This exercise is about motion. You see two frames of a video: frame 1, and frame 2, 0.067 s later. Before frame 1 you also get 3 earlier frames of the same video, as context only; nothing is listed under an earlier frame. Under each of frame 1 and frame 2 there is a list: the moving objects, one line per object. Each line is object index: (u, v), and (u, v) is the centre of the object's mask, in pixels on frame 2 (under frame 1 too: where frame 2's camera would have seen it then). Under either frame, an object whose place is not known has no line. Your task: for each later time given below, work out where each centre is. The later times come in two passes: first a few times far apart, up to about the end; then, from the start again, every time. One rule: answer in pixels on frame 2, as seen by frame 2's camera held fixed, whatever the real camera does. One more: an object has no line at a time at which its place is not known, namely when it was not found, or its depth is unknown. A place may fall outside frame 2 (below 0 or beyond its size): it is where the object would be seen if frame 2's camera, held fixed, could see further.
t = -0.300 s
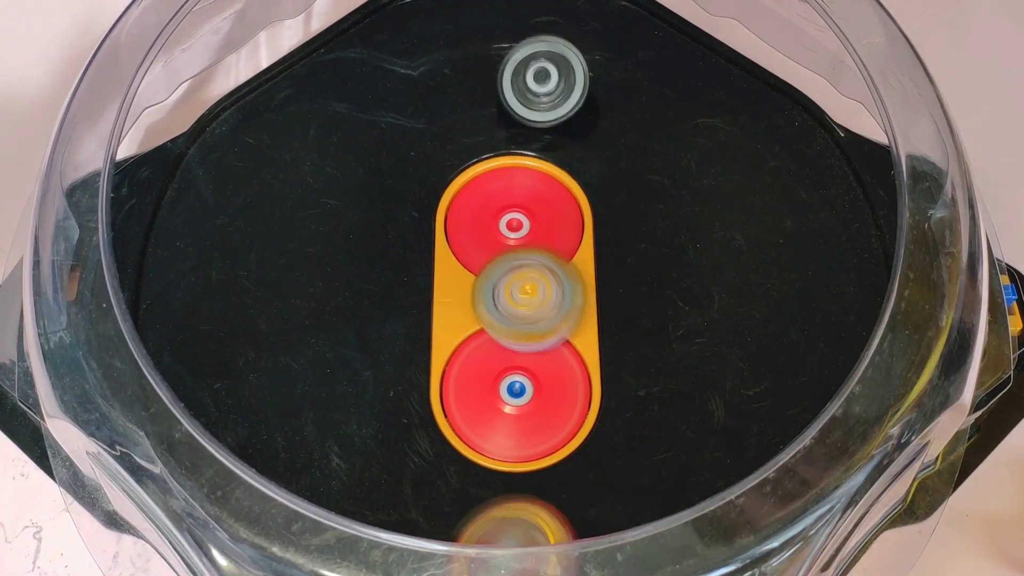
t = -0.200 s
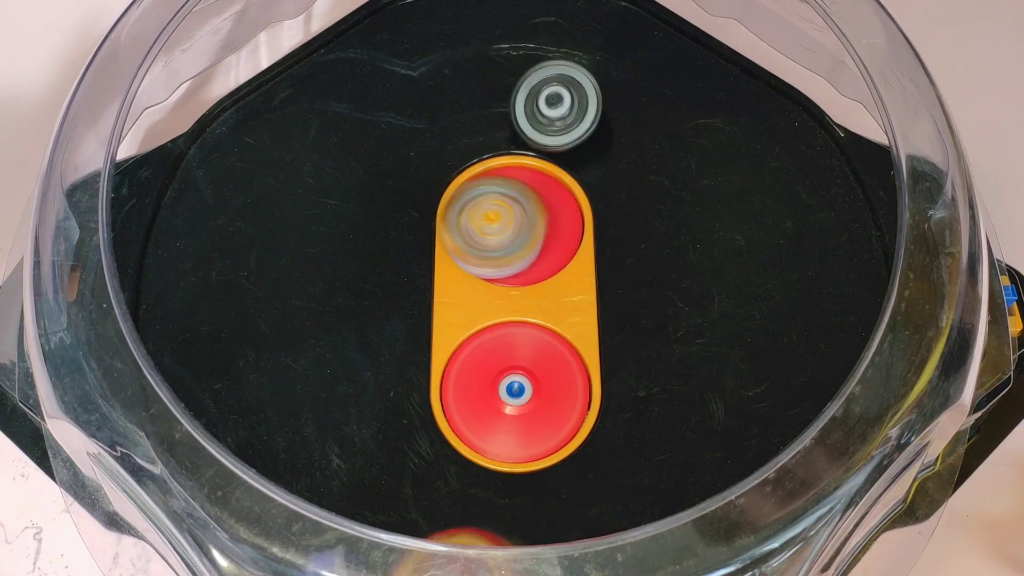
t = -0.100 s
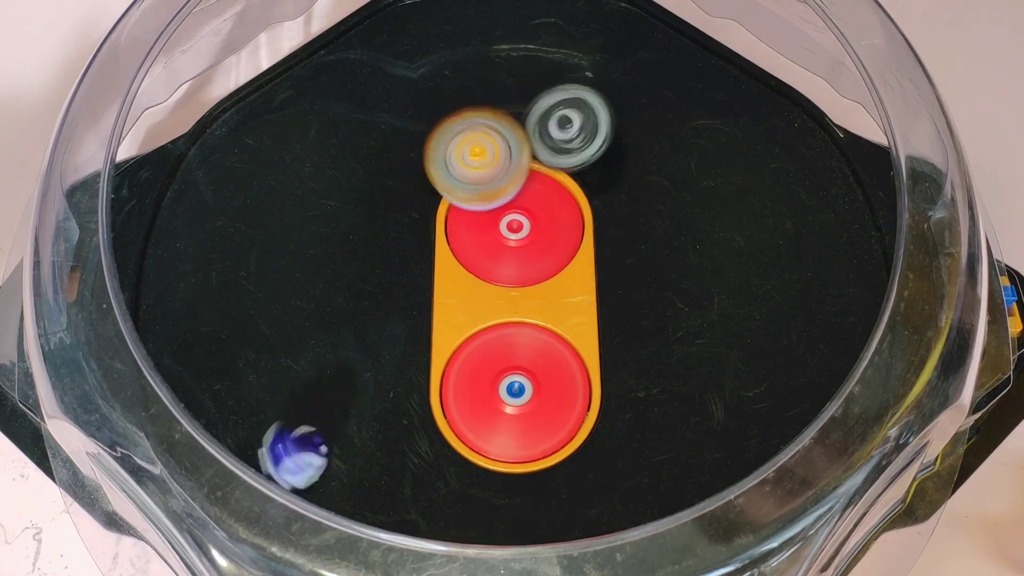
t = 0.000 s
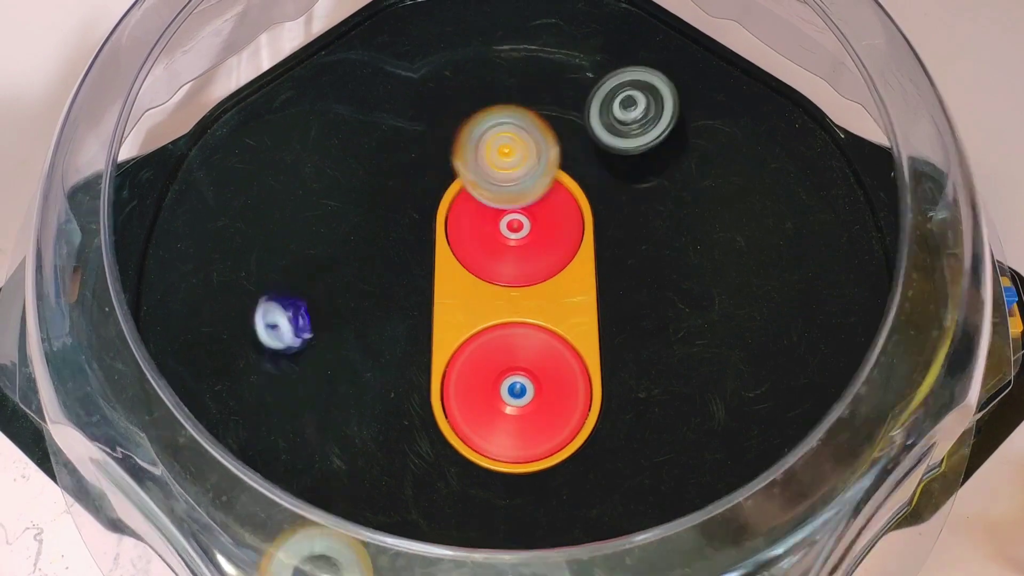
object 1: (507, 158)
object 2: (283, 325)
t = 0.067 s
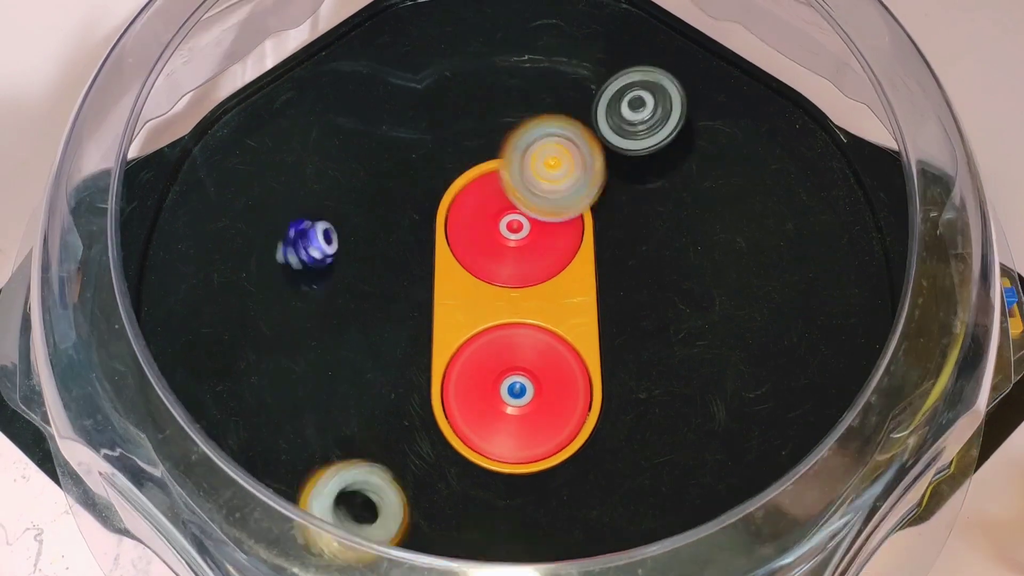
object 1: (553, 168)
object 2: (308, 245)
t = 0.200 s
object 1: (531, 259)
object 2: (381, 147)
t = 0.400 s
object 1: (440, 176)
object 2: (512, 99)
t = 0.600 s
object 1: (412, 200)
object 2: (214, 145)
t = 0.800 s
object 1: (443, 178)
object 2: (227, 355)
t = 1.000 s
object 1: (551, 210)
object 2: (517, 443)
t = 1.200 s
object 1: (591, 329)
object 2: (406, 232)
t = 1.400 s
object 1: (537, 376)
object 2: (450, 163)
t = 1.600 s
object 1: (510, 370)
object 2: (518, 178)
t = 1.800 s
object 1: (517, 378)
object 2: (541, 256)
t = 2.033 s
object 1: (523, 365)
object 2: (468, 266)
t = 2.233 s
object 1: (518, 372)
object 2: (468, 207)
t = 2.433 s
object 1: (518, 372)
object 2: (535, 171)
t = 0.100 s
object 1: (571, 187)
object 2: (319, 215)
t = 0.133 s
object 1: (573, 215)
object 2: (331, 183)
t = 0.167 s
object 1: (561, 242)
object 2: (357, 160)
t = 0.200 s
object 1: (531, 259)
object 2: (381, 147)
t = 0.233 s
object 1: (524, 217)
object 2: (400, 135)
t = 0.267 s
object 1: (517, 179)
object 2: (422, 119)
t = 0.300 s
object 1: (473, 173)
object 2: (452, 104)
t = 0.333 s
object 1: (459, 170)
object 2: (479, 101)
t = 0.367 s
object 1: (448, 176)
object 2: (497, 102)
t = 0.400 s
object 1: (440, 176)
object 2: (512, 99)
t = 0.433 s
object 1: (437, 175)
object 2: (522, 94)
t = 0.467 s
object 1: (435, 174)
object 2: (534, 93)
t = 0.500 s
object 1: (434, 172)
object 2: (497, 126)
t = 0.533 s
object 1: (424, 182)
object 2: (484, 95)
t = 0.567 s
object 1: (416, 193)
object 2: (359, 103)
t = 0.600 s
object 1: (412, 200)
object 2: (214, 145)
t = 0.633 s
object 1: (410, 204)
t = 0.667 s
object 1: (411, 205)
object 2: (105, 222)
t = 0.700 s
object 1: (413, 194)
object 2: (132, 262)
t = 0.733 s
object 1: (420, 187)
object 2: (150, 293)
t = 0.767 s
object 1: (430, 182)
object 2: (187, 324)
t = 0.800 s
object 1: (443, 178)
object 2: (227, 355)
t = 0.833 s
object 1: (458, 178)
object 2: (269, 375)
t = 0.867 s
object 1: (473, 180)
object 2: (315, 397)
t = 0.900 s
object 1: (492, 171)
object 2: (366, 410)
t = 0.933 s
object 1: (513, 170)
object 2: (419, 429)
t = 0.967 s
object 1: (531, 191)
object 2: (465, 440)
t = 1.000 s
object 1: (551, 210)
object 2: (517, 443)
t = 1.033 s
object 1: (575, 226)
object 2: (484, 392)
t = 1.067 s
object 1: (592, 243)
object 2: (460, 350)
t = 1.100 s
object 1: (602, 262)
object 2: (441, 320)
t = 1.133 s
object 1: (604, 282)
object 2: (421, 291)
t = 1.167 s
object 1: (601, 306)
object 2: (407, 258)
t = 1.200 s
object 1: (591, 329)
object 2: (406, 232)
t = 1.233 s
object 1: (575, 343)
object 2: (409, 213)
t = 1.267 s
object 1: (556, 354)
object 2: (416, 197)
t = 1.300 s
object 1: (534, 358)
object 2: (423, 186)
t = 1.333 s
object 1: (518, 373)
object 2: (430, 177)
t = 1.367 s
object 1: (534, 391)
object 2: (440, 170)
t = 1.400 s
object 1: (537, 376)
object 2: (450, 163)
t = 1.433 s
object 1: (514, 379)
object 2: (460, 159)
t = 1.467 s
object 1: (516, 393)
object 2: (471, 160)
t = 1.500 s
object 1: (525, 380)
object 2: (481, 162)
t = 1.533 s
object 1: (511, 379)
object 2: (491, 165)
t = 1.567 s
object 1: (515, 377)
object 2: (502, 173)
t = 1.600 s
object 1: (510, 370)
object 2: (518, 178)
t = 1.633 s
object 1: (512, 371)
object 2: (536, 182)
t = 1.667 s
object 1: (523, 368)
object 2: (550, 192)
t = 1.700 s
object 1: (520, 366)
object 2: (557, 204)
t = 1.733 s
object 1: (524, 378)
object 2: (559, 218)
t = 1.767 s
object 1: (532, 375)
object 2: (552, 237)
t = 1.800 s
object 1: (517, 378)
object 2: (541, 256)
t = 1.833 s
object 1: (516, 383)
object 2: (525, 264)
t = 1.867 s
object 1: (512, 373)
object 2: (506, 271)
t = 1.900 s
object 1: (504, 378)
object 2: (485, 277)
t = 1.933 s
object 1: (517, 372)
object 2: (470, 278)
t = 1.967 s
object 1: (509, 365)
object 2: (464, 275)
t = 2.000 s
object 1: (516, 373)
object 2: (465, 271)
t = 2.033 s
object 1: (523, 365)
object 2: (468, 266)
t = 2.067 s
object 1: (517, 373)
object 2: (470, 261)
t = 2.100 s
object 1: (528, 373)
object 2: (472, 254)
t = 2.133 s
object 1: (516, 375)
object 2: (474, 245)
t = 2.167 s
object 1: (520, 377)
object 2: (471, 233)
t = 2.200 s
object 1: (513, 375)
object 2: (467, 220)
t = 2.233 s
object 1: (518, 372)
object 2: (468, 207)
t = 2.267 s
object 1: (518, 374)
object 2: (471, 191)
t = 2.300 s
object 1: (518, 374)
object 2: (481, 177)
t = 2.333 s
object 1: (517, 375)
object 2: (496, 169)
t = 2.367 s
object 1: (518, 373)
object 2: (513, 161)
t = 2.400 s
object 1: (518, 374)
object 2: (526, 163)
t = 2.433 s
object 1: (518, 372)
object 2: (535, 171)
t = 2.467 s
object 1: (517, 374)
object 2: (546, 179)
